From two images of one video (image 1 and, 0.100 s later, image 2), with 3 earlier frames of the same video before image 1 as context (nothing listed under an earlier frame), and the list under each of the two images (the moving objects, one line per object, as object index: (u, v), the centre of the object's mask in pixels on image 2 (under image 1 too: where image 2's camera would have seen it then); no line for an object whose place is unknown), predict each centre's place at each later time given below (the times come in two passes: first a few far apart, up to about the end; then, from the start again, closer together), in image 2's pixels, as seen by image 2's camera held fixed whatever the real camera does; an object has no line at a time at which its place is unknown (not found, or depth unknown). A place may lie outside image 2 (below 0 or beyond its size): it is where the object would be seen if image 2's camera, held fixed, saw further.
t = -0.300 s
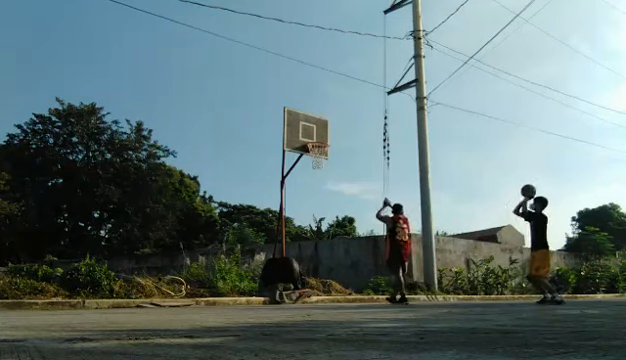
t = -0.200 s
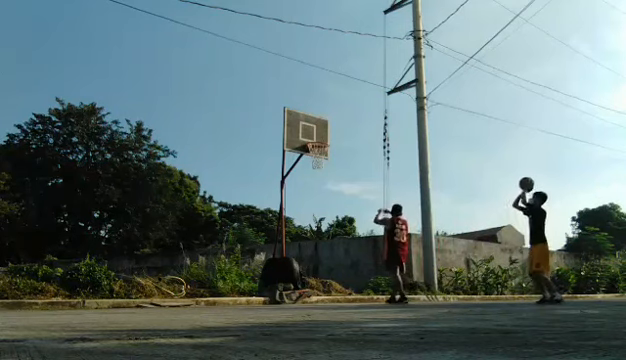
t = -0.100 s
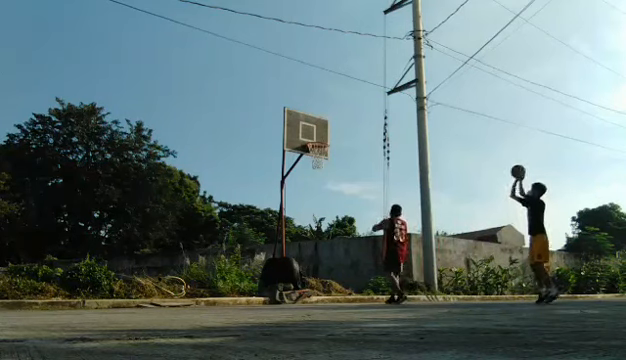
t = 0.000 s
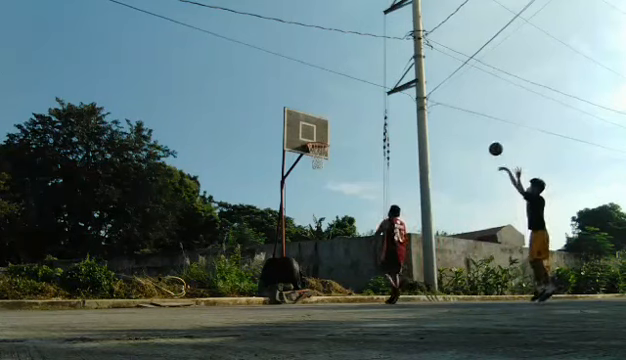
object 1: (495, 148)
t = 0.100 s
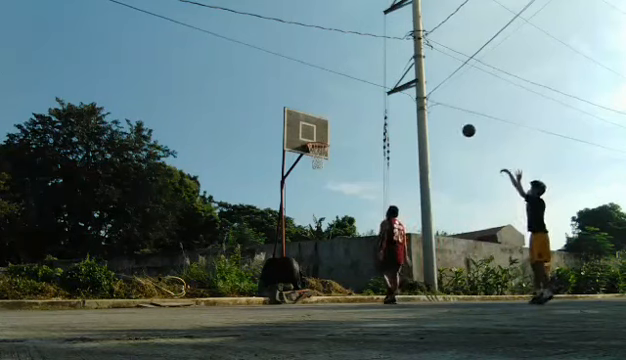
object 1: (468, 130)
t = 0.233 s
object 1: (443, 118)
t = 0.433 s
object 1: (397, 109)
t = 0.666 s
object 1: (348, 125)
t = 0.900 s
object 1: (322, 135)
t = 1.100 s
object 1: (314, 142)
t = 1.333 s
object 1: (325, 155)
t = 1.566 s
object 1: (320, 166)
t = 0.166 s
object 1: (460, 125)
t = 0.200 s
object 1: (452, 121)
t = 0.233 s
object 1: (443, 118)
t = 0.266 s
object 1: (435, 115)
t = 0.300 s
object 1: (428, 113)
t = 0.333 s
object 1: (420, 111)
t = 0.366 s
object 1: (412, 110)
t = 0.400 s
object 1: (404, 109)
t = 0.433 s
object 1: (397, 109)
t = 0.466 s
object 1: (390, 110)
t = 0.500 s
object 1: (383, 111)
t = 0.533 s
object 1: (376, 113)
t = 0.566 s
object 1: (369, 115)
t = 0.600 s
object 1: (362, 118)
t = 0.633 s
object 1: (355, 121)
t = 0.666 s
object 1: (348, 125)
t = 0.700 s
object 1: (342, 129)
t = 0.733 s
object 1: (335, 134)
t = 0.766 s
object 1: (330, 139)
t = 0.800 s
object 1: (328, 138)
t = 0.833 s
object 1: (326, 136)
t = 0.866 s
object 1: (325, 136)
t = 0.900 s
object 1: (322, 135)
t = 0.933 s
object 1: (321, 136)
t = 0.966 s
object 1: (319, 136)
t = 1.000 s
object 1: (316, 137)
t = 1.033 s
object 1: (315, 139)
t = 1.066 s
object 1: (313, 141)
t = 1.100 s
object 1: (314, 142)
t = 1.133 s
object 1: (316, 143)
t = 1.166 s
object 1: (317, 145)
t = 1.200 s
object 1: (319, 147)
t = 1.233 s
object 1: (320, 149)
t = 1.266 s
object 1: (324, 153)
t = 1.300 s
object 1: (324, 154)
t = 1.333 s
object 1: (325, 155)
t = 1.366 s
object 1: (325, 156)
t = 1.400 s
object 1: (324, 157)
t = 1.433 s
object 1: (324, 158)
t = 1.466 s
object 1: (323, 160)
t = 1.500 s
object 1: (322, 162)
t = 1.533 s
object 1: (321, 164)
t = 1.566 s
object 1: (320, 166)
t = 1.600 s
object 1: (319, 168)
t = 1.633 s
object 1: (317, 171)
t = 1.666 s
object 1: (316, 175)
